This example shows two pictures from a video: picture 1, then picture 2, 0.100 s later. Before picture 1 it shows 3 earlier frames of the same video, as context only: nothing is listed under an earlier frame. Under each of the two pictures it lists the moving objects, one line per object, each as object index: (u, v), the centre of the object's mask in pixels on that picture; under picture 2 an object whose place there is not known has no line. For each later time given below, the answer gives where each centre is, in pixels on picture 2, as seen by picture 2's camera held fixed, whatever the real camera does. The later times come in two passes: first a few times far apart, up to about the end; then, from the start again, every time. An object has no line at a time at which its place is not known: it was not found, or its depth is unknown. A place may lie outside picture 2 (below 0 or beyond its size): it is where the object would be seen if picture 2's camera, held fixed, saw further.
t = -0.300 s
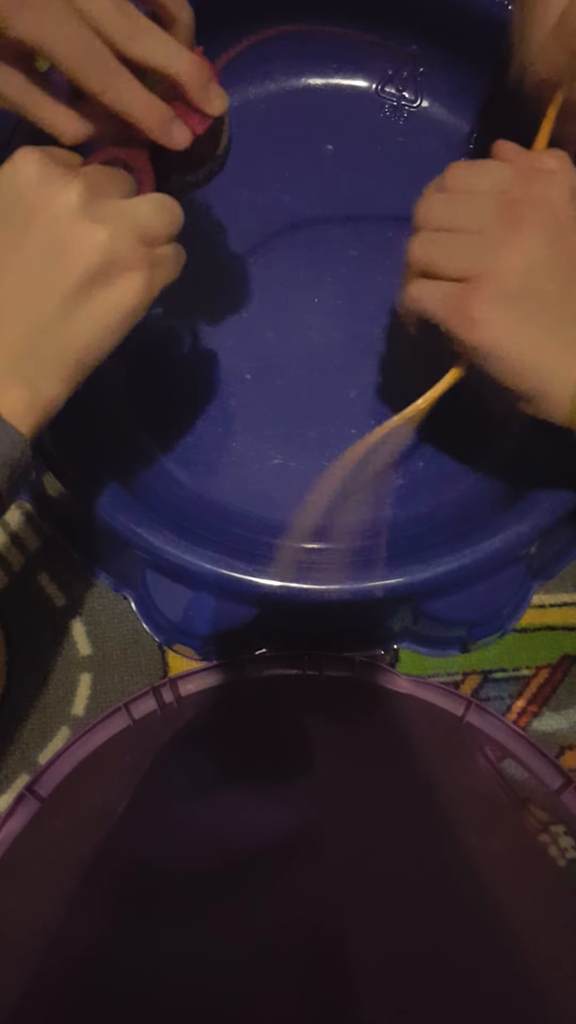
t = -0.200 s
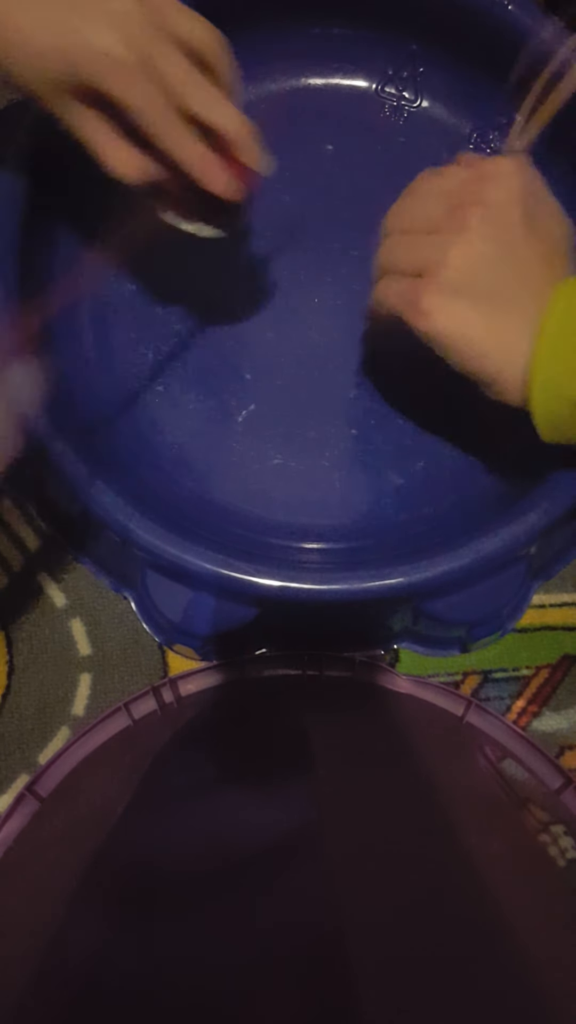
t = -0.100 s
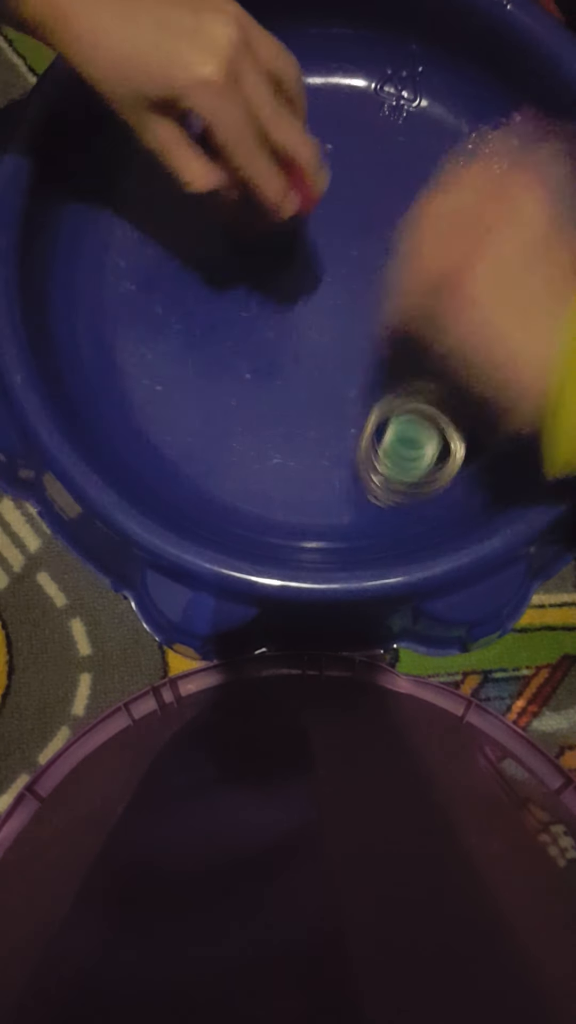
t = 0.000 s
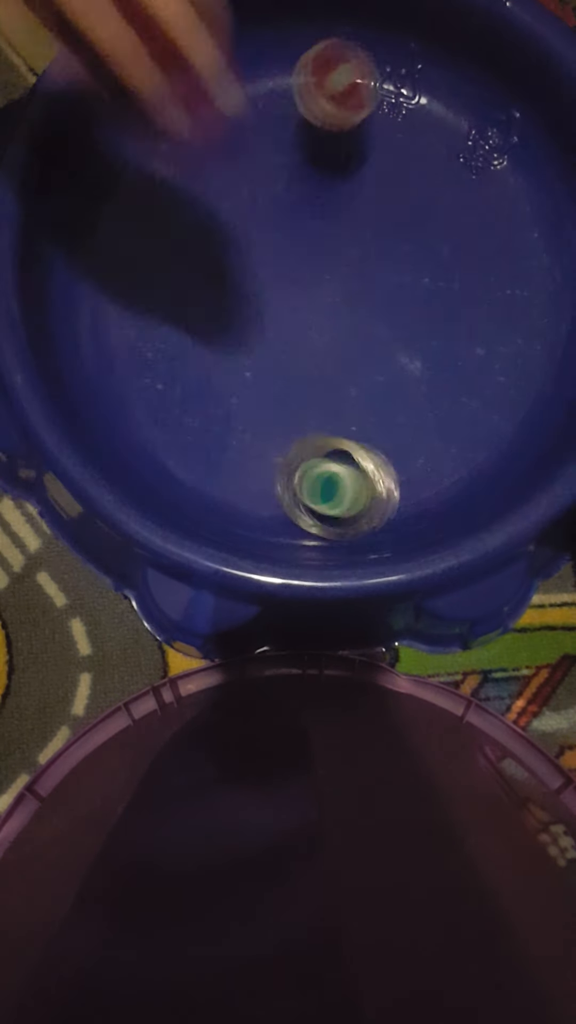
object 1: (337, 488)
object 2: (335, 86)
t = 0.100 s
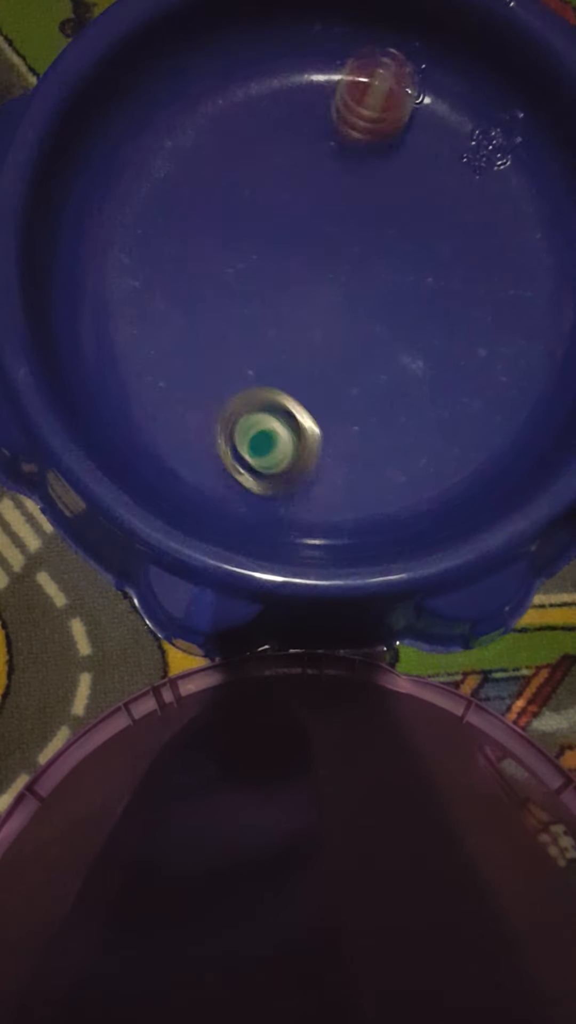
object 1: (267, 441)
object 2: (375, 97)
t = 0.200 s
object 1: (227, 399)
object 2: (322, 212)
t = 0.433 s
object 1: (151, 353)
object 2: (268, 312)
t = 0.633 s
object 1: (121, 321)
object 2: (291, 241)
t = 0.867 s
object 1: (120, 272)
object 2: (271, 142)
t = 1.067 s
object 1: (135, 230)
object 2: (214, 123)
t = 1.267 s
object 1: (120, 320)
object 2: (246, 79)
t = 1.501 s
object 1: (255, 464)
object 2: (458, 152)
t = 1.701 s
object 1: (346, 472)
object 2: (517, 212)
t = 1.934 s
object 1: (356, 464)
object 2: (528, 238)
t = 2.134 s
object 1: (344, 458)
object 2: (543, 316)
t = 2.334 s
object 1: (330, 447)
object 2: (530, 322)
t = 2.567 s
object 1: (348, 429)
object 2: (466, 417)
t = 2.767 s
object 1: (395, 415)
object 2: (462, 458)
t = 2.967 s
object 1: (422, 367)
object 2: (485, 414)
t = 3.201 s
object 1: (428, 295)
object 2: (423, 431)
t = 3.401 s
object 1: (441, 240)
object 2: (349, 463)
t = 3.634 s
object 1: (438, 166)
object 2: (313, 493)
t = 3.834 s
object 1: (415, 109)
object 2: (299, 459)
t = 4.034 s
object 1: (385, 83)
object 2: (230, 407)
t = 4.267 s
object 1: (388, 84)
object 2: (146, 381)
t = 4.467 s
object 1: (397, 89)
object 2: (153, 392)
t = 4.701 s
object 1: (399, 87)
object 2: (173, 333)
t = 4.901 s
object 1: (406, 83)
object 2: (173, 253)
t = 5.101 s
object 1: (374, 146)
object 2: (167, 186)
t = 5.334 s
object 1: (331, 233)
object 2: (154, 180)
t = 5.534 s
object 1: (315, 289)
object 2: (203, 191)
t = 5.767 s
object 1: (307, 350)
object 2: (286, 172)
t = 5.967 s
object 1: (312, 391)
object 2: (334, 145)
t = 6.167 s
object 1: (330, 423)
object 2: (357, 136)
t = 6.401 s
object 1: (363, 449)
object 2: (375, 152)
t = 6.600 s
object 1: (389, 460)
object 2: (395, 187)
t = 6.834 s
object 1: (392, 459)
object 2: (430, 231)
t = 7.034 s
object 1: (413, 433)
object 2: (449, 251)
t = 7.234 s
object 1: (429, 383)
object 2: (445, 269)
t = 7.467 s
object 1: (406, 352)
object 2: (407, 238)
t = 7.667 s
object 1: (404, 364)
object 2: (311, 201)
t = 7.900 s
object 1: (435, 447)
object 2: (161, 170)
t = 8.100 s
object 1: (379, 428)
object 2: (157, 308)
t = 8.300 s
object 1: (321, 411)
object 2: (146, 407)
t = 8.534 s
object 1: (341, 333)
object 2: (259, 467)
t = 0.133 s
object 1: (252, 426)
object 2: (358, 141)
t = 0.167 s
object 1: (238, 411)
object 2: (340, 178)
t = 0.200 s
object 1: (227, 399)
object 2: (322, 212)
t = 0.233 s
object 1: (218, 387)
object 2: (305, 243)
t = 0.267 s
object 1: (210, 378)
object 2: (287, 271)
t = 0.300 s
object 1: (204, 369)
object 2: (270, 294)
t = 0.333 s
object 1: (198, 361)
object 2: (258, 307)
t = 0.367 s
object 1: (183, 357)
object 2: (256, 316)
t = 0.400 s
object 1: (167, 356)
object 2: (262, 317)
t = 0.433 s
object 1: (151, 353)
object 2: (268, 312)
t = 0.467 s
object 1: (140, 350)
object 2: (273, 304)
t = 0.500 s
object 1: (131, 346)
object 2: (278, 293)
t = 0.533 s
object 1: (124, 341)
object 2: (282, 282)
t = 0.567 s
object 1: (122, 336)
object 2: (286, 269)
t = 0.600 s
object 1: (121, 329)
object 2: (289, 255)
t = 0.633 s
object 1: (121, 321)
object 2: (291, 241)
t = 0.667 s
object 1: (120, 313)
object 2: (293, 225)
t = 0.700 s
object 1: (120, 305)
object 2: (294, 208)
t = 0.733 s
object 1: (119, 298)
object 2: (292, 193)
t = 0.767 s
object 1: (118, 291)
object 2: (289, 179)
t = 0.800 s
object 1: (117, 285)
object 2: (284, 166)
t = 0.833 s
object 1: (118, 279)
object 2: (279, 155)
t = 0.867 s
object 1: (120, 272)
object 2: (271, 142)
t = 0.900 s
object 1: (123, 264)
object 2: (262, 133)
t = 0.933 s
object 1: (126, 257)
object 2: (254, 125)
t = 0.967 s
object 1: (128, 249)
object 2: (246, 122)
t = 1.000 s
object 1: (130, 242)
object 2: (235, 120)
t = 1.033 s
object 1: (132, 236)
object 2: (225, 119)
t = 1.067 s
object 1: (135, 230)
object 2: (214, 123)
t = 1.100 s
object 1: (139, 224)
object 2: (206, 127)
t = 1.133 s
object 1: (142, 220)
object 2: (201, 133)
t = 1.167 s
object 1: (145, 218)
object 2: (196, 142)
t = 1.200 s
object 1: (142, 227)
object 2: (194, 141)
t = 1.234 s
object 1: (132, 271)
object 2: (208, 98)
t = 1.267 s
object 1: (120, 320)
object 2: (246, 79)
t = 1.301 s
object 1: (115, 364)
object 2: (288, 77)
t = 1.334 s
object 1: (131, 392)
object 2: (331, 85)
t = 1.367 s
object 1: (153, 417)
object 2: (369, 99)
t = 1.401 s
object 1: (178, 434)
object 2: (395, 108)
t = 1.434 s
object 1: (204, 446)
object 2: (419, 125)
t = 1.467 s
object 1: (231, 457)
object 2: (441, 139)
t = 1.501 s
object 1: (255, 464)
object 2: (458, 152)
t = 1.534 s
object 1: (276, 468)
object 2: (472, 161)
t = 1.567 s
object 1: (295, 468)
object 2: (478, 177)
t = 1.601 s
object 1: (312, 470)
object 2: (485, 188)
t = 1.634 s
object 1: (326, 471)
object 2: (493, 197)
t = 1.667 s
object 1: (337, 472)
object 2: (504, 205)
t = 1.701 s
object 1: (346, 472)
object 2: (517, 212)
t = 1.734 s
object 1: (353, 471)
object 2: (532, 219)
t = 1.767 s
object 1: (357, 471)
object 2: (541, 223)
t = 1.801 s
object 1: (359, 469)
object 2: (543, 226)
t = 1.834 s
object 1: (360, 467)
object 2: (540, 228)
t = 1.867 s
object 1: (360, 467)
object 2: (535, 229)
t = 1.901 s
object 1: (360, 465)
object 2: (531, 232)
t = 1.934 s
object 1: (356, 464)
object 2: (528, 238)
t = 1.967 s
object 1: (353, 461)
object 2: (528, 247)
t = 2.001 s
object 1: (350, 459)
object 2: (530, 260)
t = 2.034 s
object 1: (349, 457)
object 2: (533, 274)
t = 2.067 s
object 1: (348, 457)
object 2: (536, 289)
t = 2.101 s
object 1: (346, 458)
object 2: (539, 303)
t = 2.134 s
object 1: (344, 458)
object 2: (543, 316)
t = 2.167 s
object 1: (342, 457)
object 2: (545, 323)
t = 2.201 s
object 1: (340, 454)
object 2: (544, 325)
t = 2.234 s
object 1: (336, 452)
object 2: (543, 321)
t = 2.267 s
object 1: (333, 450)
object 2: (541, 317)
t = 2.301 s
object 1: (331, 448)
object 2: (536, 318)
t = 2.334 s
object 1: (330, 447)
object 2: (530, 322)
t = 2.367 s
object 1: (330, 446)
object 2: (521, 331)
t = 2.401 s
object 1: (330, 443)
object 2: (511, 343)
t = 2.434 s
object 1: (331, 439)
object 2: (501, 356)
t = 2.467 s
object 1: (333, 436)
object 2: (490, 372)
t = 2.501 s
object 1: (337, 433)
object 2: (481, 388)
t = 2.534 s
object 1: (342, 431)
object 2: (473, 402)
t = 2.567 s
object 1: (348, 429)
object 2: (466, 417)
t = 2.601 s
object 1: (355, 427)
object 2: (461, 432)
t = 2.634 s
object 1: (362, 426)
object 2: (456, 446)
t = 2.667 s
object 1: (370, 424)
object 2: (455, 457)
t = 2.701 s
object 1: (378, 421)
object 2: (455, 463)
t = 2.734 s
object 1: (387, 420)
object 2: (458, 463)
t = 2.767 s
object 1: (395, 415)
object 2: (462, 458)
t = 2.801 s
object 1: (403, 412)
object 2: (468, 453)
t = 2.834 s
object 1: (406, 403)
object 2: (477, 448)
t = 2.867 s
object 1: (410, 393)
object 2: (485, 440)
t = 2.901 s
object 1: (415, 385)
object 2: (490, 430)
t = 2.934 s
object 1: (421, 376)
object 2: (489, 421)
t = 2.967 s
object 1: (422, 367)
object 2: (485, 414)
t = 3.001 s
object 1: (421, 356)
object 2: (483, 414)
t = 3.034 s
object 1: (421, 344)
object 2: (477, 414)
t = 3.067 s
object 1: (421, 333)
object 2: (467, 416)
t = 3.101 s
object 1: (422, 321)
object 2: (457, 419)
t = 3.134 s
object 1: (424, 312)
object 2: (446, 423)
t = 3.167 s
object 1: (426, 304)
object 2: (434, 427)
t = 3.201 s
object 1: (428, 295)
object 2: (423, 431)
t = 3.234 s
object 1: (430, 285)
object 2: (412, 435)
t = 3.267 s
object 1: (432, 275)
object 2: (400, 440)
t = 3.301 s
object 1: (434, 266)
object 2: (388, 445)
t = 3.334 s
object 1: (437, 258)
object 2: (375, 451)
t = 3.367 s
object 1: (439, 249)
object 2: (361, 456)
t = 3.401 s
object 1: (441, 240)
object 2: (349, 463)
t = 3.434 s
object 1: (442, 230)
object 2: (337, 470)
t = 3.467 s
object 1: (443, 219)
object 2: (326, 476)
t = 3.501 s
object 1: (442, 208)
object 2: (316, 482)
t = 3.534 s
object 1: (442, 197)
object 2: (310, 487)
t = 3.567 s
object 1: (441, 185)
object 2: (308, 491)
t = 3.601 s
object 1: (440, 176)
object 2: (309, 493)
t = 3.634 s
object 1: (438, 166)
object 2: (313, 493)
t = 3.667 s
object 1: (436, 154)
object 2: (316, 491)
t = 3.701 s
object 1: (433, 145)
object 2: (318, 488)
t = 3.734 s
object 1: (429, 136)
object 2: (315, 483)
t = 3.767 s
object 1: (425, 125)
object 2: (312, 476)
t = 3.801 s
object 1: (420, 116)
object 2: (306, 467)
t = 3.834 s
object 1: (415, 109)
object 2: (299, 459)
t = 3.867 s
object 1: (411, 106)
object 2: (289, 451)
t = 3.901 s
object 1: (407, 102)
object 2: (279, 443)
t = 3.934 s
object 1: (403, 99)
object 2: (267, 433)
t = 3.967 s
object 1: (398, 91)
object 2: (257, 424)
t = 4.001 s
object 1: (392, 87)
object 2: (243, 415)
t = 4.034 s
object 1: (385, 83)
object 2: (230, 407)
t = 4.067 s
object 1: (378, 80)
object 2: (215, 401)
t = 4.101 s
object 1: (374, 81)
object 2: (202, 397)
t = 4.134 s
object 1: (378, 85)
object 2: (188, 393)
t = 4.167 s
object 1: (384, 84)
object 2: (174, 389)
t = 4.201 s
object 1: (390, 84)
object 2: (162, 386)
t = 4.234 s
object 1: (391, 87)
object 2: (153, 382)
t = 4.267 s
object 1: (388, 84)
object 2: (146, 381)
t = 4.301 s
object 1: (383, 82)
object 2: (142, 382)
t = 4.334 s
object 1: (382, 86)
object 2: (140, 383)
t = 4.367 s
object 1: (387, 89)
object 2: (141, 386)
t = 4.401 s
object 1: (393, 85)
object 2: (143, 389)
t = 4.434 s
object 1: (397, 86)
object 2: (148, 392)
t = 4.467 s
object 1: (397, 89)
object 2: (153, 392)
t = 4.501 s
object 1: (393, 86)
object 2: (157, 389)
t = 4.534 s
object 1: (390, 86)
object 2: (162, 383)
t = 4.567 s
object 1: (393, 88)
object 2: (165, 375)
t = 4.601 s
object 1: (399, 89)
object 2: (168, 367)
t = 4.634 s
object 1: (398, 85)
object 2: (169, 357)
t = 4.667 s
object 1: (397, 86)
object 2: (171, 345)
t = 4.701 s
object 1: (399, 87)
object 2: (173, 333)
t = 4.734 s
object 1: (402, 86)
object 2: (175, 319)
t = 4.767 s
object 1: (401, 83)
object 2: (176, 305)
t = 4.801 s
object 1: (402, 85)
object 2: (176, 292)
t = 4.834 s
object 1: (404, 86)
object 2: (176, 278)
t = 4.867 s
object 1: (405, 85)
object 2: (175, 265)
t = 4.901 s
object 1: (406, 83)
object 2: (173, 253)
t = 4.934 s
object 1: (409, 83)
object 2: (170, 240)
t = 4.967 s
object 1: (409, 85)
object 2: (167, 227)
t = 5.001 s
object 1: (404, 94)
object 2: (166, 216)
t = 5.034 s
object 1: (394, 111)
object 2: (167, 205)
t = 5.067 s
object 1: (384, 129)
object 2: (167, 194)
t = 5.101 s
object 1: (374, 146)
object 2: (167, 186)
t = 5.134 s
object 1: (366, 163)
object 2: (165, 179)
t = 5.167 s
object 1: (358, 176)
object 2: (162, 175)
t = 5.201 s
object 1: (351, 189)
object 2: (158, 173)
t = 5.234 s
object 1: (345, 201)
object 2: (155, 172)
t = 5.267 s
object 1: (340, 212)
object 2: (153, 174)
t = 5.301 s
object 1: (336, 222)
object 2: (153, 177)
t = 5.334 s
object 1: (331, 233)
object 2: (154, 180)
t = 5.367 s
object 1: (328, 243)
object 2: (158, 187)
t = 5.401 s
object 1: (324, 252)
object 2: (164, 189)
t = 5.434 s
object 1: (322, 261)
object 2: (172, 191)
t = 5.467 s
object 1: (319, 272)
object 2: (181, 192)
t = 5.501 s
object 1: (316, 281)
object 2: (191, 191)
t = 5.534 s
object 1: (315, 289)
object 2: (203, 191)
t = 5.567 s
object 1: (313, 298)
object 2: (215, 191)
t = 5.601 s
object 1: (311, 307)
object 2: (227, 189)
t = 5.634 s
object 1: (310, 317)
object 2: (239, 186)
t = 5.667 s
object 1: (309, 325)
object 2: (252, 184)
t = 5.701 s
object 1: (308, 333)
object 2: (263, 180)
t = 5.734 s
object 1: (307, 342)
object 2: (275, 176)
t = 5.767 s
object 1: (307, 350)
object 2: (286, 172)
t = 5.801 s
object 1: (307, 358)
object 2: (296, 168)
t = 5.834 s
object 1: (308, 365)
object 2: (305, 165)
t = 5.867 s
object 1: (308, 372)
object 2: (314, 160)
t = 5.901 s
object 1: (310, 380)
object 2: (321, 155)
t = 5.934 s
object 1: (311, 386)
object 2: (328, 150)
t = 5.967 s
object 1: (312, 391)
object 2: (334, 145)
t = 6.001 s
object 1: (315, 396)
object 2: (340, 142)
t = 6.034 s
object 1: (317, 403)
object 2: (346, 140)
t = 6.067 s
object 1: (320, 408)
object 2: (350, 138)
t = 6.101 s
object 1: (323, 413)
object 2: (352, 138)
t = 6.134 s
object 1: (327, 418)
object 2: (355, 137)
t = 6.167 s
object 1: (330, 423)
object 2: (357, 136)
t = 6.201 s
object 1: (334, 427)
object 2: (359, 136)
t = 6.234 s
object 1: (338, 431)
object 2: (362, 136)
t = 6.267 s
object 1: (343, 435)
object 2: (366, 137)
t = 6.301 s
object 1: (347, 439)
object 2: (369, 140)
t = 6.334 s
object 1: (353, 443)
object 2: (372, 145)
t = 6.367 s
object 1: (358, 446)
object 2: (374, 149)
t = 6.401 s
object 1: (363, 449)
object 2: (375, 152)
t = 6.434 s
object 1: (368, 450)
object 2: (377, 156)
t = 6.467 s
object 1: (373, 453)
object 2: (380, 161)
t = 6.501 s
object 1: (378, 455)
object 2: (382, 166)
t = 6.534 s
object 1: (382, 457)
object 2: (386, 173)
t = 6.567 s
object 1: (386, 458)
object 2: (390, 180)
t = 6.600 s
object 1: (389, 460)
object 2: (395, 187)
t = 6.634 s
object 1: (390, 461)
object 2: (398, 195)
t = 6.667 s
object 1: (391, 461)
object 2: (402, 204)
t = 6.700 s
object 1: (391, 462)
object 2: (407, 210)
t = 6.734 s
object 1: (390, 461)
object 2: (413, 216)
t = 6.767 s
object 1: (390, 461)
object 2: (419, 221)
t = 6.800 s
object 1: (391, 460)
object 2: (425, 226)
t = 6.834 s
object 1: (392, 459)
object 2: (430, 231)
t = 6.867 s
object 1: (395, 457)
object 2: (436, 236)
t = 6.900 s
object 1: (399, 454)
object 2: (440, 241)
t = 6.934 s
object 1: (402, 451)
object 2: (444, 245)
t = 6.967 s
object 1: (406, 445)
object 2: (446, 247)
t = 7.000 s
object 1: (410, 440)
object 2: (448, 251)
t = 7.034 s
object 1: (413, 433)
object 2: (449, 251)
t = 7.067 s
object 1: (417, 426)
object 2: (450, 253)
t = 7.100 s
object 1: (420, 419)
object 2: (452, 255)
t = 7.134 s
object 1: (423, 411)
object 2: (452, 258)
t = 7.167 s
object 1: (425, 402)
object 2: (451, 262)
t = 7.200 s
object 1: (427, 392)
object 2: (449, 266)
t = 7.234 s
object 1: (429, 383)
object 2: (445, 269)
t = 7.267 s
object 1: (429, 373)
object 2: (443, 271)
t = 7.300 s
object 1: (428, 363)
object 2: (441, 274)
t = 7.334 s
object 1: (427, 357)
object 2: (438, 270)
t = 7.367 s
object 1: (424, 359)
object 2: (431, 259)
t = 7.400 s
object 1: (419, 358)
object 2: (421, 250)
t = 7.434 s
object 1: (412, 357)
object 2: (415, 242)
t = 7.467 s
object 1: (406, 352)
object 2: (407, 238)
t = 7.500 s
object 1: (401, 347)
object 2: (400, 236)
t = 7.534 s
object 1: (397, 343)
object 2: (392, 238)
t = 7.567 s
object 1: (394, 337)
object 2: (385, 244)
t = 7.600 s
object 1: (390, 333)
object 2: (375, 250)
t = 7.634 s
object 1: (390, 336)
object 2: (350, 240)
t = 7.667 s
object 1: (404, 364)
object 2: (311, 201)
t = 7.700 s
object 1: (416, 389)
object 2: (271, 162)
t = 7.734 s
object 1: (427, 409)
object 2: (232, 130)
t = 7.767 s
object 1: (435, 426)
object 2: (198, 104)
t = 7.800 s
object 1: (440, 438)
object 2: (182, 102)
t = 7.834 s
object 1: (441, 445)
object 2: (167, 112)
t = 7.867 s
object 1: (440, 448)
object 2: (155, 137)
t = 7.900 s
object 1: (435, 447)
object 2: (161, 170)
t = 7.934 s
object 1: (427, 445)
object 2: (167, 198)
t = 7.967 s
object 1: (418, 442)
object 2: (171, 225)
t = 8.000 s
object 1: (409, 438)
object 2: (171, 248)
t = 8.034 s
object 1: (399, 435)
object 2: (169, 270)
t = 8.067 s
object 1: (389, 431)
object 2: (163, 290)
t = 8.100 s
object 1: (379, 428)
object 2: (157, 308)
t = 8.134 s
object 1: (369, 425)
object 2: (149, 326)
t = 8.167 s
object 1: (359, 422)
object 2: (142, 344)
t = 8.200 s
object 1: (350, 419)
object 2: (137, 360)
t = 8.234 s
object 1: (340, 416)
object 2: (133, 379)
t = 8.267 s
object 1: (331, 414)
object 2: (133, 395)
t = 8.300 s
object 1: (321, 411)
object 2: (146, 407)
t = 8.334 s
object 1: (313, 408)
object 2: (164, 419)
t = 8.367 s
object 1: (305, 405)
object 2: (184, 432)
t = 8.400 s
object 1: (298, 401)
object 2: (202, 443)
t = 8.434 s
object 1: (296, 393)
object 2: (213, 459)
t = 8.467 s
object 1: (310, 373)
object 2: (215, 478)
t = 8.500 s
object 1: (326, 354)
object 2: (237, 471)
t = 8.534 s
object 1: (341, 333)
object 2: (259, 467)
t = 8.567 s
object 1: (355, 311)
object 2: (282, 464)
